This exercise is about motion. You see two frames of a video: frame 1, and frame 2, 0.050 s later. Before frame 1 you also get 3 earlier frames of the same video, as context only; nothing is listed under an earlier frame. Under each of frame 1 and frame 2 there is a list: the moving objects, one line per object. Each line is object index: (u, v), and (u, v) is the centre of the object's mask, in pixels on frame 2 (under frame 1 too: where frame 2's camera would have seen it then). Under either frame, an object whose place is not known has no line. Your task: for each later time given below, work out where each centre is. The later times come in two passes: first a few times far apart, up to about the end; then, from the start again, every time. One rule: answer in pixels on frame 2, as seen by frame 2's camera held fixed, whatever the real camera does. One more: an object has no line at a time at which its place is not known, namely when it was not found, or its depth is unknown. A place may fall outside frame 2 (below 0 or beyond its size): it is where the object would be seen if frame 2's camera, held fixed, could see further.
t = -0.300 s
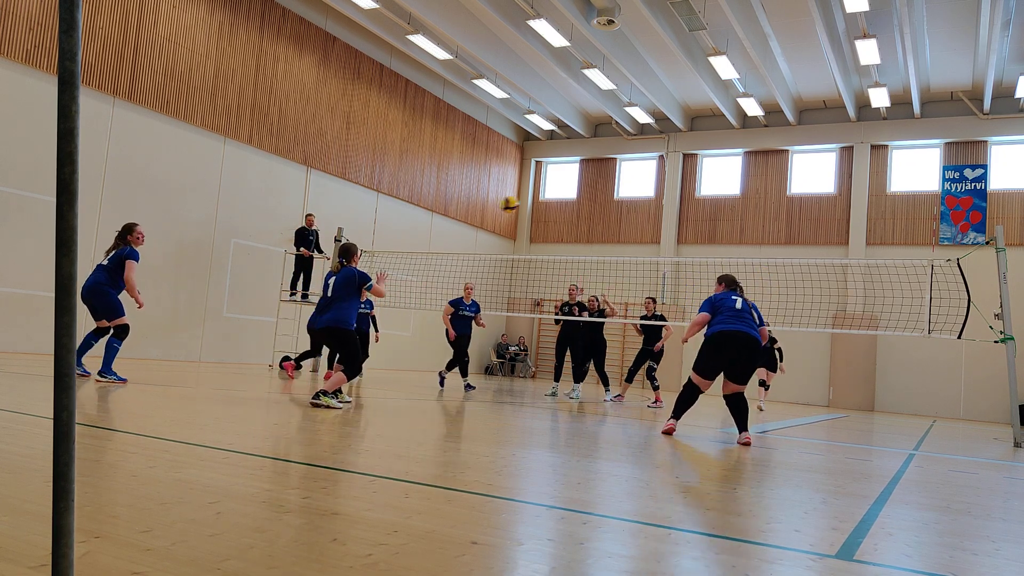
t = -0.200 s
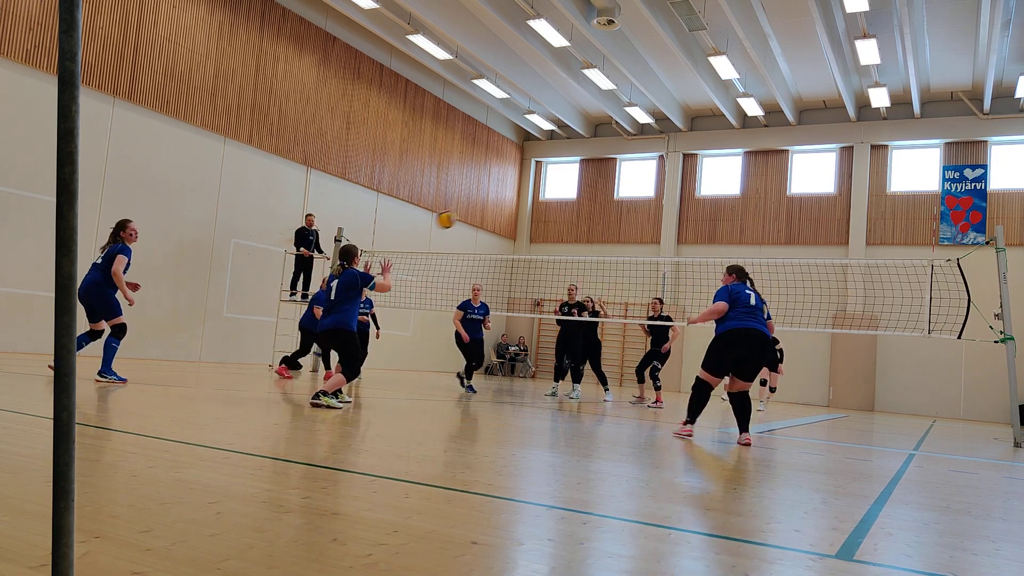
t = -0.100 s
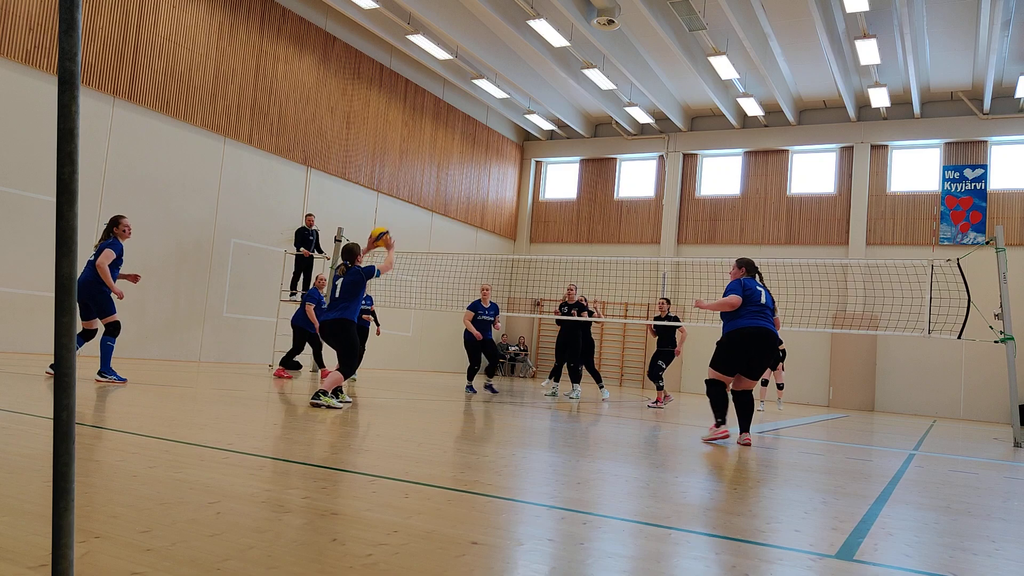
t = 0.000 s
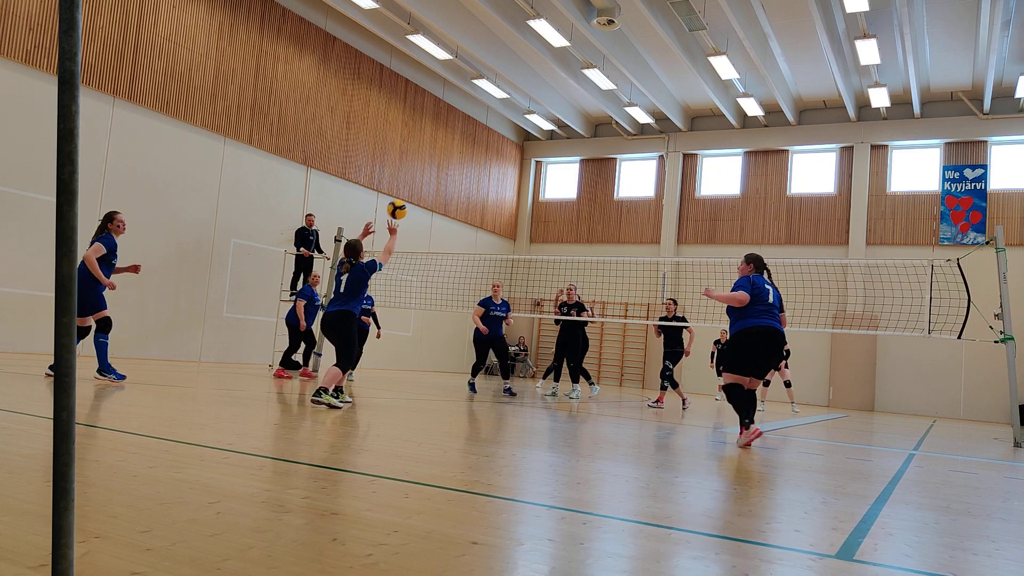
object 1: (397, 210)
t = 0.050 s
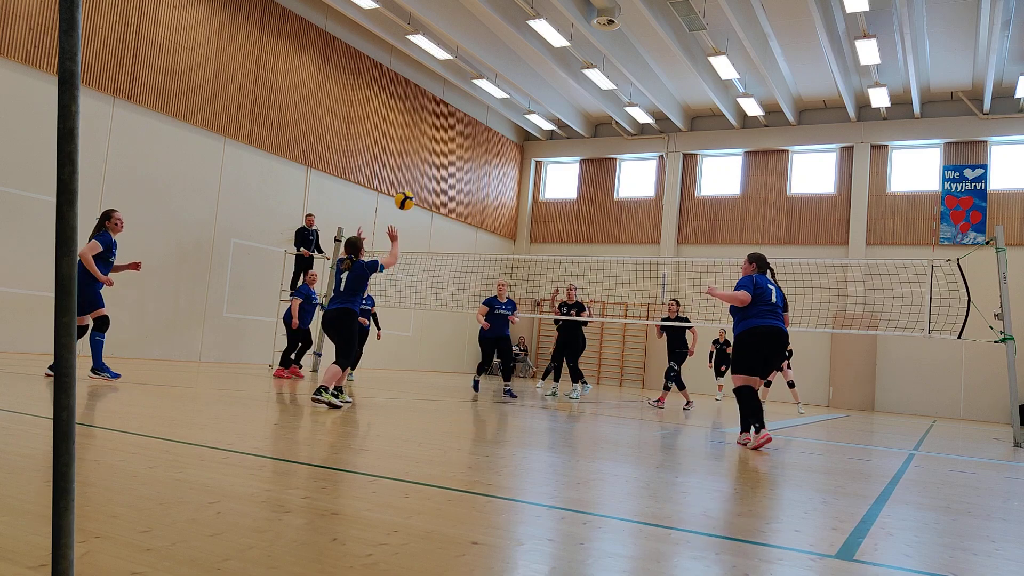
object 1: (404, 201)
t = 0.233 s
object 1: (426, 188)
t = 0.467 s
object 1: (447, 211)
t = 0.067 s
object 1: (406, 198)
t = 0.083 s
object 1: (409, 196)
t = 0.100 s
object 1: (411, 195)
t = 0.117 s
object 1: (413, 193)
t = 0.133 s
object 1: (415, 191)
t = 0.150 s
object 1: (417, 190)
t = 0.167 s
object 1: (419, 189)
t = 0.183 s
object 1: (421, 188)
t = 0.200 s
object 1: (422, 188)
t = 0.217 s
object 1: (424, 188)
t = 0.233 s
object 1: (426, 188)
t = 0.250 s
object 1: (428, 188)
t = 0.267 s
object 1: (430, 189)
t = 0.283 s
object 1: (431, 189)
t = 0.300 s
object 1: (433, 190)
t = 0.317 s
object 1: (434, 192)
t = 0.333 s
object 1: (436, 193)
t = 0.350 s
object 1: (437, 195)
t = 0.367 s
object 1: (438, 196)
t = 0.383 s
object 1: (440, 198)
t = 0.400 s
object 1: (442, 200)
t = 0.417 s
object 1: (443, 203)
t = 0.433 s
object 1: (444, 205)
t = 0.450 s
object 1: (446, 208)
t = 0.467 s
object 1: (447, 211)
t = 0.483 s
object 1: (448, 214)
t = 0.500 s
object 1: (449, 217)
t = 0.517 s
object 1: (450, 220)
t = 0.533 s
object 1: (451, 224)
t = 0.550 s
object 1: (452, 228)
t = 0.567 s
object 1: (453, 231)
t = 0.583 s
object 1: (454, 236)
